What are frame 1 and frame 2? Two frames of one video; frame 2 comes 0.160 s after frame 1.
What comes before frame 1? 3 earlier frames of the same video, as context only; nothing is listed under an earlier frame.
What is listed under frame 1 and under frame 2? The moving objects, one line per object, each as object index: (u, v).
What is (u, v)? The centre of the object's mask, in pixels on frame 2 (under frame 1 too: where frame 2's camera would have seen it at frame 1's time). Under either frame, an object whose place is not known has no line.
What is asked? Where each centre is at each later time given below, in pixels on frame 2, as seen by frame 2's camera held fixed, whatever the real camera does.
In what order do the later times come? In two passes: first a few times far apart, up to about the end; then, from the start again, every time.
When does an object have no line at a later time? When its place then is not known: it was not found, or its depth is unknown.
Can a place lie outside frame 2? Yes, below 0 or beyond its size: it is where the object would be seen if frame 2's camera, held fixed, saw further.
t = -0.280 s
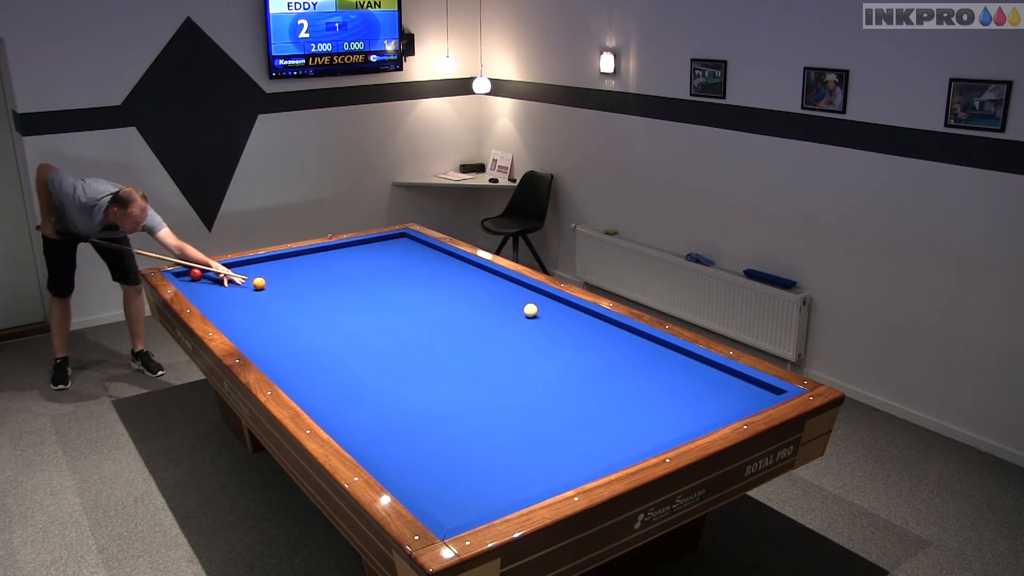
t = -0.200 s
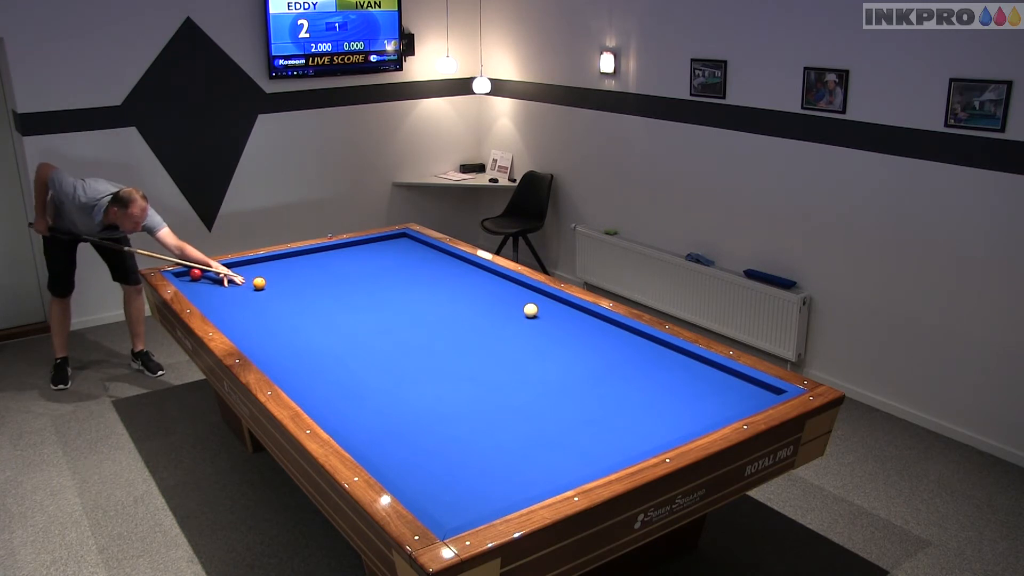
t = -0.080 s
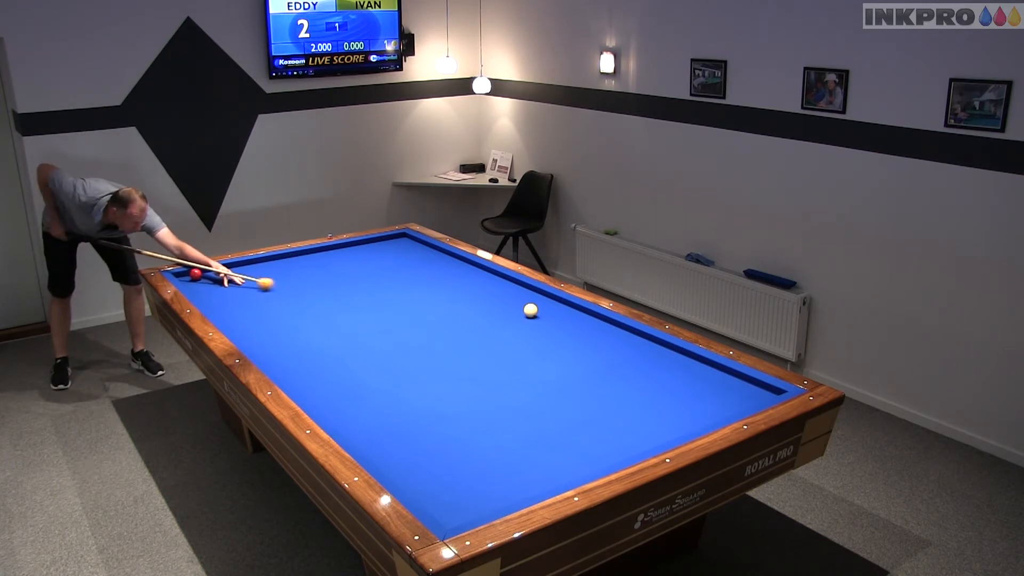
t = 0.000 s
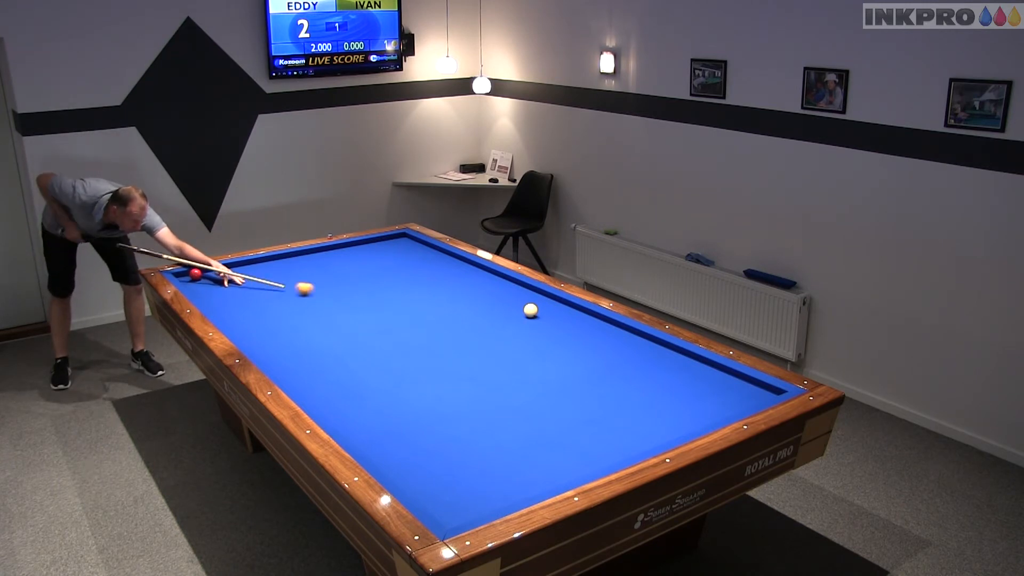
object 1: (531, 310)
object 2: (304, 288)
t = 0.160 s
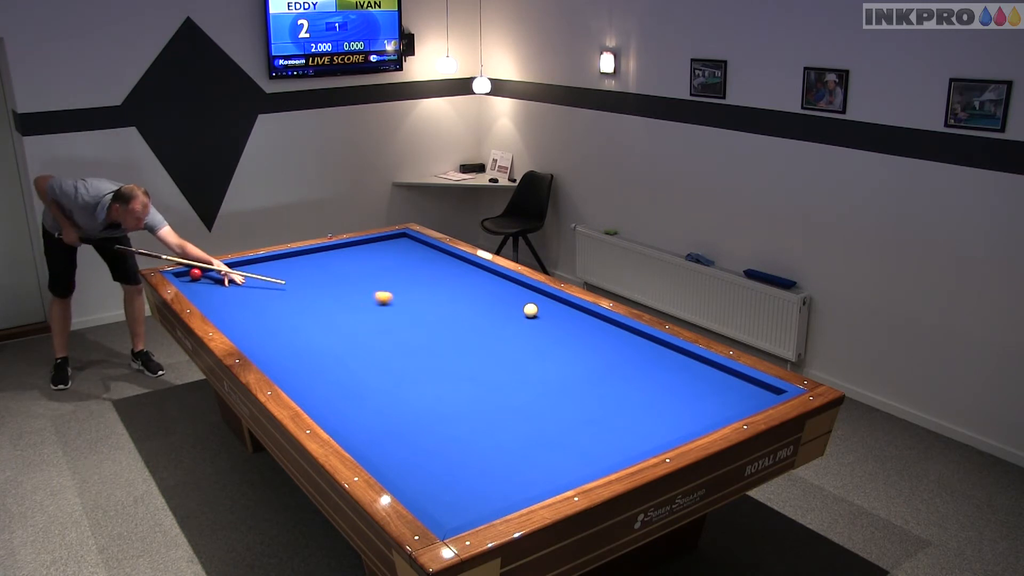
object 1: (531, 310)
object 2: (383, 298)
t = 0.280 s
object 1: (531, 310)
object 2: (442, 304)
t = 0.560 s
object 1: (575, 308)
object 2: (530, 322)
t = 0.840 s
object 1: (537, 330)
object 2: (582, 346)
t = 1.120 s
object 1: (499, 351)
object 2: (650, 374)
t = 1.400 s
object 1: (458, 376)
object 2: (728, 404)
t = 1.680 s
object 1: (411, 404)
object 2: (715, 380)
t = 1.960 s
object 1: (358, 434)
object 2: (692, 360)
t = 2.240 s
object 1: (401, 429)
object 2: (646, 348)
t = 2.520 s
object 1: (441, 424)
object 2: (603, 338)
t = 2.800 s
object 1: (480, 419)
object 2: (563, 328)
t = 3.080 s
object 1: (517, 415)
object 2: (526, 319)
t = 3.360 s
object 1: (552, 410)
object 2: (493, 310)
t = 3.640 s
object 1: (585, 406)
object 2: (461, 303)
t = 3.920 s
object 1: (616, 401)
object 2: (432, 295)
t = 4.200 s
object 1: (646, 397)
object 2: (404, 289)
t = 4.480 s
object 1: (674, 393)
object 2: (379, 282)
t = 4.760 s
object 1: (700, 389)
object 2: (356, 276)
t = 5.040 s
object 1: (725, 385)
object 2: (334, 271)
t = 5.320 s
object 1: (749, 381)
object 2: (314, 266)
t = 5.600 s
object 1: (745, 386)
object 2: (295, 261)
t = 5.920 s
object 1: (740, 392)
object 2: (275, 257)
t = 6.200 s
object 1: (736, 397)
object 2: (267, 263)
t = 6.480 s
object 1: (731, 402)
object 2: (260, 268)
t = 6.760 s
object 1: (727, 406)
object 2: (251, 274)
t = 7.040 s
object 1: (723, 410)
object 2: (243, 279)
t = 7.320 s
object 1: (719, 413)
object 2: (235, 285)
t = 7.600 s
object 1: (715, 416)
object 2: (227, 291)
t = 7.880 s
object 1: (709, 417)
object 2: (218, 296)
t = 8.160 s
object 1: (704, 418)
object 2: (211, 301)
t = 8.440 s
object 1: (700, 419)
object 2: (215, 304)
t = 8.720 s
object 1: (697, 420)
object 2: (224, 306)
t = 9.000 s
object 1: (694, 421)
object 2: (233, 307)
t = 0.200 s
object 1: (531, 310)
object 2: (403, 300)
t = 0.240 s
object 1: (531, 310)
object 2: (422, 302)
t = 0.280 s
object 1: (531, 310)
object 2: (442, 304)
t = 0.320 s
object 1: (531, 310)
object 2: (461, 306)
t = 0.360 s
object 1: (531, 310)
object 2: (481, 308)
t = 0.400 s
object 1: (531, 310)
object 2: (500, 310)
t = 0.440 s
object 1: (533, 310)
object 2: (518, 312)
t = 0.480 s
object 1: (549, 309)
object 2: (521, 315)
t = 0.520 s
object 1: (565, 308)
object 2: (525, 319)
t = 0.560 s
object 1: (575, 308)
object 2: (530, 322)
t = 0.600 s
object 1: (569, 311)
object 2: (535, 326)
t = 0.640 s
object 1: (562, 315)
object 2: (542, 329)
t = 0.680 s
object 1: (557, 318)
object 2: (548, 333)
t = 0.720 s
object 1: (552, 320)
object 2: (556, 336)
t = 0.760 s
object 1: (546, 324)
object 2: (564, 339)
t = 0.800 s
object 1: (541, 327)
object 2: (573, 343)
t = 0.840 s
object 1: (537, 330)
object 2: (582, 346)
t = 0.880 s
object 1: (532, 333)
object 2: (591, 350)
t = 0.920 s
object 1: (526, 335)
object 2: (601, 354)
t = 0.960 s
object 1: (521, 339)
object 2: (610, 357)
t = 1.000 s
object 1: (516, 342)
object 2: (620, 361)
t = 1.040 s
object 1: (511, 345)
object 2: (630, 365)
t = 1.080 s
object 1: (505, 348)
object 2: (640, 369)
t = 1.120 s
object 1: (499, 351)
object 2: (650, 374)
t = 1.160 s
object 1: (494, 354)
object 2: (661, 378)
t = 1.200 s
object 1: (488, 358)
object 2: (671, 382)
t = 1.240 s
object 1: (482, 361)
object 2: (682, 386)
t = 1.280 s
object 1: (476, 365)
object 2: (693, 391)
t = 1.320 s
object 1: (470, 369)
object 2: (705, 395)
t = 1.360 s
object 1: (464, 372)
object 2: (716, 399)
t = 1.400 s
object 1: (458, 376)
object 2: (728, 404)
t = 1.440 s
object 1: (451, 380)
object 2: (738, 406)
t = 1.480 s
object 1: (445, 384)
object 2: (734, 403)
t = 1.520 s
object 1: (438, 388)
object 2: (729, 397)
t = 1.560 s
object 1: (432, 391)
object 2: (724, 392)
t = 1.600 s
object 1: (425, 396)
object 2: (721, 387)
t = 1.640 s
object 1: (418, 400)
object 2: (718, 383)
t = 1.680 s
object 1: (411, 404)
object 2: (715, 380)
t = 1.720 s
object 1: (403, 408)
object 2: (713, 376)
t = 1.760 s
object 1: (396, 412)
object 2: (711, 372)
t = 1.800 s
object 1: (389, 417)
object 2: (710, 369)
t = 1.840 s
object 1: (381, 421)
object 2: (708, 366)
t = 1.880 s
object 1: (373, 426)
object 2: (707, 363)
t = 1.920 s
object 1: (366, 430)
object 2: (700, 361)
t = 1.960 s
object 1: (358, 434)
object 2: (692, 360)
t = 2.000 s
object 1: (359, 435)
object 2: (685, 358)
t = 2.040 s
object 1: (368, 434)
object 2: (678, 356)
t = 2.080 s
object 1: (376, 433)
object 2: (672, 355)
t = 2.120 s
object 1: (383, 432)
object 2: (665, 353)
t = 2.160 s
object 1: (389, 431)
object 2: (659, 352)
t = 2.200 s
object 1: (395, 430)
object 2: (652, 350)
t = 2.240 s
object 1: (401, 429)
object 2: (646, 348)
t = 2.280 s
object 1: (407, 429)
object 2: (639, 347)
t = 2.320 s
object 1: (413, 428)
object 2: (633, 345)
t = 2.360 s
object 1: (419, 427)
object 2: (627, 344)
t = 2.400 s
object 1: (424, 426)
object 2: (621, 342)
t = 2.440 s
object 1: (430, 426)
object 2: (615, 341)
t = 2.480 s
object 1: (436, 425)
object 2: (609, 339)
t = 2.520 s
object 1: (441, 424)
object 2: (603, 338)
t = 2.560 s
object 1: (447, 424)
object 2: (597, 336)
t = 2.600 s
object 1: (453, 423)
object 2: (591, 335)
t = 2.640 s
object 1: (458, 422)
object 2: (586, 334)
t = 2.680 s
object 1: (464, 421)
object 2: (580, 332)
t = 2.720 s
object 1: (469, 421)
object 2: (574, 331)
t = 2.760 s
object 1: (474, 420)
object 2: (569, 329)
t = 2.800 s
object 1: (480, 419)
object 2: (563, 328)
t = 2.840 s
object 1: (485, 418)
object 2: (558, 327)
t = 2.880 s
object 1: (490, 418)
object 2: (552, 325)
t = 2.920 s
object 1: (496, 417)
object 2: (547, 324)
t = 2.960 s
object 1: (501, 417)
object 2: (542, 323)
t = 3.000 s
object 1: (506, 416)
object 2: (537, 321)
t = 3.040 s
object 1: (512, 415)
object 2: (532, 320)
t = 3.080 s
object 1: (517, 415)
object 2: (526, 319)
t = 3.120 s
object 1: (522, 414)
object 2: (521, 318)
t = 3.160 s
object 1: (527, 413)
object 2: (517, 316)
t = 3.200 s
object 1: (532, 413)
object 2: (512, 315)
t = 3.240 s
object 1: (537, 412)
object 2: (507, 314)
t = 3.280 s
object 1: (542, 411)
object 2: (502, 313)
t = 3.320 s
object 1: (547, 411)
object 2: (497, 312)
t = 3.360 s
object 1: (552, 410)
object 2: (493, 310)
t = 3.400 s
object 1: (556, 410)
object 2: (488, 309)
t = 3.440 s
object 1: (561, 409)
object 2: (483, 308)
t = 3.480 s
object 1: (566, 408)
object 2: (479, 307)
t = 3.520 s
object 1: (571, 408)
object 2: (474, 306)
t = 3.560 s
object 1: (576, 407)
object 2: (470, 305)
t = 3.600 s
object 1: (580, 406)
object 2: (465, 304)
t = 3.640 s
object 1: (585, 406)
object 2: (461, 303)
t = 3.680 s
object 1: (590, 405)
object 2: (456, 302)
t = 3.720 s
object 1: (594, 404)
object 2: (452, 300)
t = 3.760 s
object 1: (598, 404)
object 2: (448, 299)
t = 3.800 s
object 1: (603, 403)
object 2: (444, 298)
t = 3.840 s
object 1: (608, 403)
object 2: (440, 297)
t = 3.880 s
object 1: (612, 402)
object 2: (436, 296)
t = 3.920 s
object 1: (616, 401)
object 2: (432, 295)
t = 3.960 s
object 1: (620, 401)
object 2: (428, 294)
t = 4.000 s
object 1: (625, 400)
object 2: (424, 293)
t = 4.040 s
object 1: (629, 400)
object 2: (420, 293)
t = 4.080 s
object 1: (633, 399)
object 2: (416, 291)
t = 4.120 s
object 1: (638, 398)
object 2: (412, 291)
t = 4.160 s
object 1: (642, 398)
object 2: (408, 290)
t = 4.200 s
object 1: (646, 397)
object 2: (404, 289)
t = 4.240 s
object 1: (650, 397)
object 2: (401, 288)
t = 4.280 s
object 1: (654, 396)
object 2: (397, 287)
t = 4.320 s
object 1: (658, 395)
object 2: (393, 286)
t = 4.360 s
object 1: (662, 395)
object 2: (390, 285)
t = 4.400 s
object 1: (666, 394)
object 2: (386, 284)
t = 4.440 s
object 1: (670, 394)
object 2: (383, 283)
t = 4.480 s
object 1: (674, 393)
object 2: (379, 282)
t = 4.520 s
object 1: (678, 393)
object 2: (376, 281)
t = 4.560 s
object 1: (682, 392)
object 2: (372, 281)
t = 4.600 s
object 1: (686, 392)
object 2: (369, 280)
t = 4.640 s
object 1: (689, 391)
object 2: (366, 279)
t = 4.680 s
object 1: (693, 390)
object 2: (362, 278)
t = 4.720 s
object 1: (697, 390)
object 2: (359, 277)
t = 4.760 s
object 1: (700, 389)
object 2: (356, 276)
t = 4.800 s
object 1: (704, 389)
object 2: (353, 276)
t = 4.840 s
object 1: (708, 388)
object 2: (349, 275)
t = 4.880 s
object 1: (711, 387)
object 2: (346, 274)
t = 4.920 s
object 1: (715, 387)
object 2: (343, 273)
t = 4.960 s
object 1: (718, 386)
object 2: (340, 272)
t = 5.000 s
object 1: (722, 386)
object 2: (337, 272)
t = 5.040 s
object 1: (725, 385)
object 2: (334, 271)
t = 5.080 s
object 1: (729, 385)
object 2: (331, 270)
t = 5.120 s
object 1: (732, 384)
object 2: (328, 269)
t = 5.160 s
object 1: (735, 384)
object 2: (325, 269)
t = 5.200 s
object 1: (739, 383)
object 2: (322, 268)
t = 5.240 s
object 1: (742, 383)
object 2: (319, 267)
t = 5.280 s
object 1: (745, 382)
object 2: (316, 267)
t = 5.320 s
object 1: (749, 381)
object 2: (314, 266)
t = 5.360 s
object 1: (750, 382)
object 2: (311, 265)
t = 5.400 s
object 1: (749, 382)
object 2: (308, 264)
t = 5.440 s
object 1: (748, 383)
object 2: (305, 264)
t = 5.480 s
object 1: (747, 384)
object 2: (302, 263)
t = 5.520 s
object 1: (747, 385)
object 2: (300, 262)
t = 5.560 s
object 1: (746, 386)
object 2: (297, 262)
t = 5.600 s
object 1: (745, 386)
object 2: (295, 261)
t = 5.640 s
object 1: (745, 387)
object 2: (292, 260)
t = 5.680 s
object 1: (744, 388)
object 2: (289, 260)
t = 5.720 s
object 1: (743, 389)
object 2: (287, 259)
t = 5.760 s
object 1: (743, 389)
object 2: (284, 258)
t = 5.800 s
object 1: (742, 390)
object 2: (282, 258)
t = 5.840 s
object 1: (742, 391)
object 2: (279, 257)
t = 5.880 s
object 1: (741, 392)
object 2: (277, 257)
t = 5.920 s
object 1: (740, 392)
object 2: (275, 257)
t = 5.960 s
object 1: (740, 393)
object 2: (274, 258)
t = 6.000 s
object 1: (739, 394)
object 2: (273, 259)
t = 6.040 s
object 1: (738, 394)
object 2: (272, 260)
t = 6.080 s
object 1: (738, 395)
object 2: (271, 260)
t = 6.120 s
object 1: (737, 396)
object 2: (270, 261)
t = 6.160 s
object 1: (737, 397)
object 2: (269, 262)
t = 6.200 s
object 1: (736, 397)
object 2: (267, 263)
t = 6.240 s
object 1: (735, 398)
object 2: (266, 263)
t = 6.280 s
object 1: (735, 399)
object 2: (265, 264)
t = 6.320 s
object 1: (734, 399)
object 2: (264, 265)
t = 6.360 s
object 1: (733, 400)
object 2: (263, 266)
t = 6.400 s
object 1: (733, 401)
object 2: (262, 267)
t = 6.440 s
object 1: (732, 401)
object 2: (261, 267)
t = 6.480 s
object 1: (731, 402)
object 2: (260, 268)
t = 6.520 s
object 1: (731, 403)
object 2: (258, 269)
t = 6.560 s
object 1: (730, 403)
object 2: (257, 270)
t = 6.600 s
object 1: (730, 404)
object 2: (256, 270)
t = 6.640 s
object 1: (729, 404)
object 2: (255, 271)
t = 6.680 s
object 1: (728, 405)
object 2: (254, 272)
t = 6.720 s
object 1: (728, 405)
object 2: (252, 273)
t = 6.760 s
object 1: (727, 406)
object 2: (251, 274)
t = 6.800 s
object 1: (726, 406)
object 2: (250, 275)
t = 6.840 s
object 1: (726, 407)
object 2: (249, 275)
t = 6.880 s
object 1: (725, 408)
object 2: (248, 276)
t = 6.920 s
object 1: (725, 408)
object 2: (247, 277)
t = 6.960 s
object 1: (724, 409)
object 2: (245, 278)
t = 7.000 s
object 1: (723, 409)
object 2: (244, 278)
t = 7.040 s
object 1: (723, 410)
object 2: (243, 279)
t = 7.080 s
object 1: (722, 410)
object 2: (242, 280)
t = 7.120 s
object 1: (722, 411)
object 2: (241, 281)
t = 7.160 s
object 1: (721, 411)
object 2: (239, 282)
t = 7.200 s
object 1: (720, 411)
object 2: (238, 283)
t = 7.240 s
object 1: (720, 412)
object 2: (237, 283)
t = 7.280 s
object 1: (719, 412)
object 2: (236, 284)
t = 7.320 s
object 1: (719, 413)
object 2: (235, 285)
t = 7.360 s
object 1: (718, 413)
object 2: (234, 286)
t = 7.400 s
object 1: (718, 413)
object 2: (233, 286)
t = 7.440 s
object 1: (717, 414)
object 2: (231, 287)
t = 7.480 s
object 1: (717, 414)
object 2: (230, 288)
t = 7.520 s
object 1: (716, 415)
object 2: (229, 289)
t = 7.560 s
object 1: (715, 415)
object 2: (228, 290)
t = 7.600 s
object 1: (715, 416)
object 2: (227, 291)
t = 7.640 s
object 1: (714, 416)
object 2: (226, 291)
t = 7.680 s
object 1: (713, 416)
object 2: (224, 292)
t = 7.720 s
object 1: (713, 416)
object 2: (223, 293)
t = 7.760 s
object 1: (712, 416)
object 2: (222, 294)
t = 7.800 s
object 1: (711, 417)
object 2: (221, 294)
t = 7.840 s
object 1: (710, 417)
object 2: (220, 295)
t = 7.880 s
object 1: (709, 417)
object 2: (218, 296)
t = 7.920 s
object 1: (708, 417)
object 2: (217, 297)
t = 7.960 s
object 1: (708, 417)
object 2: (216, 298)
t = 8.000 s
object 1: (707, 417)
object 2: (215, 298)
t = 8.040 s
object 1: (706, 418)
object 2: (214, 299)
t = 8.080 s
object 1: (706, 418)
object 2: (213, 300)
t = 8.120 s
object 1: (705, 418)
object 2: (212, 301)
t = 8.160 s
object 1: (704, 418)
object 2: (211, 301)
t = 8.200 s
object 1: (704, 418)
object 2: (210, 302)
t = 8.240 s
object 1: (703, 418)
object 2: (209, 302)
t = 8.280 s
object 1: (702, 419)
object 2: (210, 303)
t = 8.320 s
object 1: (702, 419)
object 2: (211, 303)
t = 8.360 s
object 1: (701, 419)
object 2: (213, 303)
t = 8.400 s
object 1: (701, 419)
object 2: (214, 304)
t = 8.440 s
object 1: (700, 419)
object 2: (215, 304)
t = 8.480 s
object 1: (699, 420)
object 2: (216, 304)
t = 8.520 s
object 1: (699, 420)
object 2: (218, 305)
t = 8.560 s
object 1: (698, 420)
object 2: (219, 305)
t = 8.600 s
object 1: (698, 420)
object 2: (220, 305)
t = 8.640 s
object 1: (697, 420)
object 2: (222, 305)
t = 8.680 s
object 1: (697, 420)
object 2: (223, 306)
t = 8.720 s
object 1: (697, 420)
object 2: (224, 306)
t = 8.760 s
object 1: (696, 420)
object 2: (226, 306)
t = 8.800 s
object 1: (696, 421)
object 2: (227, 306)
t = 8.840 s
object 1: (695, 421)
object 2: (228, 306)
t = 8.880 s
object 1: (695, 421)
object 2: (229, 307)
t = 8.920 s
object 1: (695, 421)
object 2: (230, 307)
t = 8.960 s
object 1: (695, 421)
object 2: (232, 307)
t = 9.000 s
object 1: (694, 421)
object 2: (233, 307)
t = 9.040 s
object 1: (694, 421)
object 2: (234, 307)
